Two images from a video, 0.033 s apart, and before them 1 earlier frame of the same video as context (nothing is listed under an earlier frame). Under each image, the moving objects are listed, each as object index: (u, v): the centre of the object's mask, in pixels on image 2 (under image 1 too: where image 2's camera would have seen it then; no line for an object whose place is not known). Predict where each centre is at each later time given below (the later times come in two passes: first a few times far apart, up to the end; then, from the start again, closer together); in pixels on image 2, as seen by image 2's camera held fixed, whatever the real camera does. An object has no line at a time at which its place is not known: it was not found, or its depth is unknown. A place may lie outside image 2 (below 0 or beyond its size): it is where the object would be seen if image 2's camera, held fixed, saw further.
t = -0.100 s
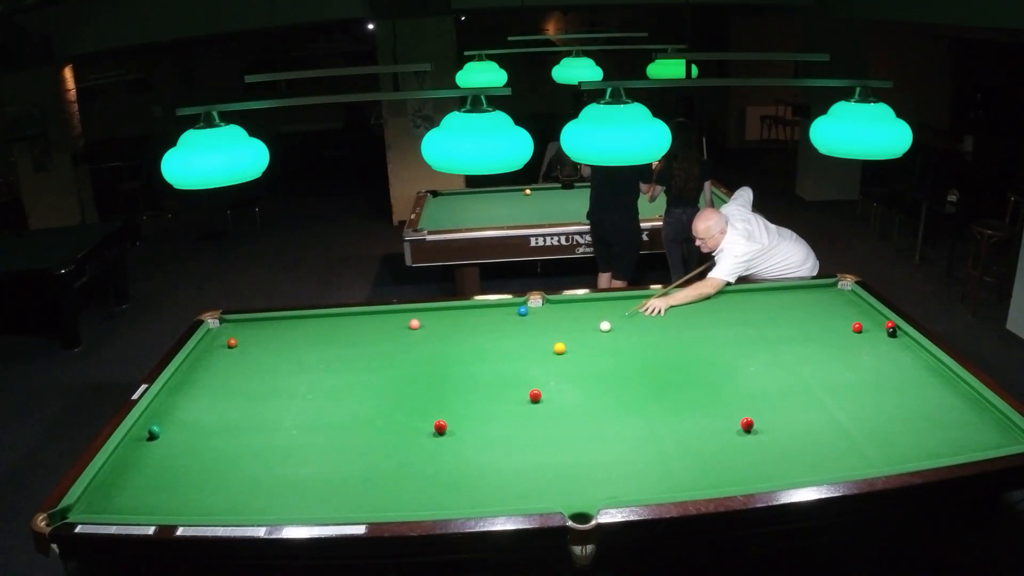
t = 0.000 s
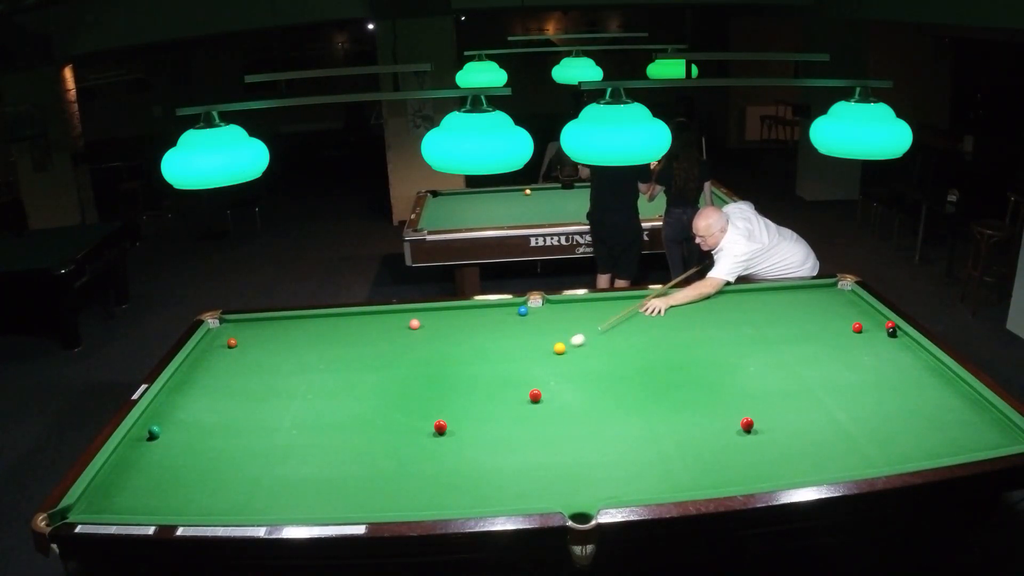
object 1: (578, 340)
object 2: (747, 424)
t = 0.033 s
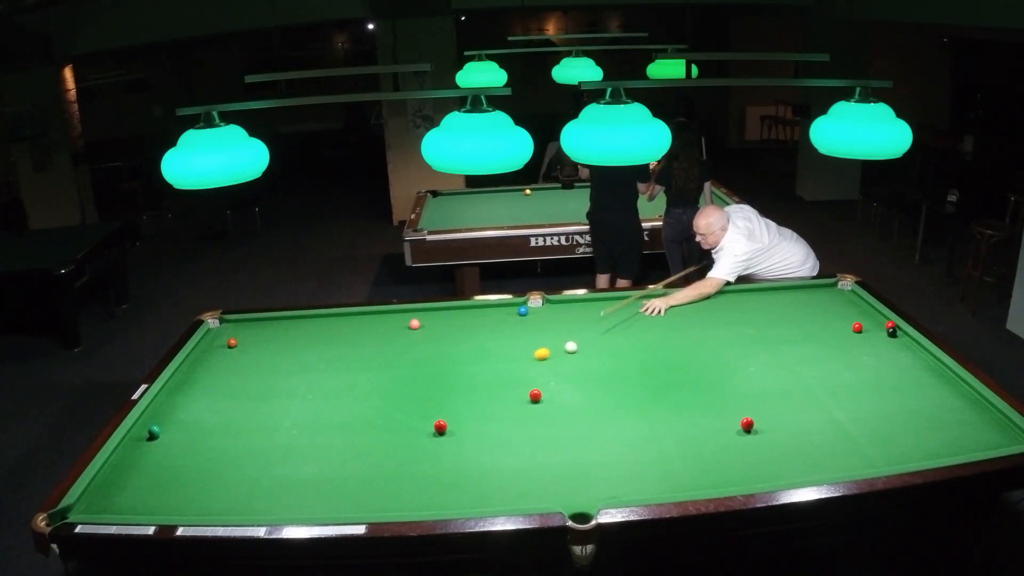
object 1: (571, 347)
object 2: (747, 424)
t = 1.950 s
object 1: (746, 454)
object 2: (747, 424)
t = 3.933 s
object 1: (785, 414)
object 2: (723, 382)
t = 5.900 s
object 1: (786, 413)
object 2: (717, 373)
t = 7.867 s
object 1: (786, 413)
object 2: (717, 373)
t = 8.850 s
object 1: (786, 413)
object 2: (717, 373)
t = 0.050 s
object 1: (573, 349)
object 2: (747, 424)
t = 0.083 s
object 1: (576, 352)
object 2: (747, 424)
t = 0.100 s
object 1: (578, 353)
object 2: (747, 424)
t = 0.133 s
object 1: (581, 356)
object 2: (747, 424)
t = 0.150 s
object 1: (583, 357)
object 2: (747, 424)
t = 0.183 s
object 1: (586, 359)
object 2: (747, 424)
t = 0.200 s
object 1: (587, 361)
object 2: (747, 424)
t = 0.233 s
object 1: (590, 363)
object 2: (747, 424)
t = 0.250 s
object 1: (592, 365)
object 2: (747, 424)
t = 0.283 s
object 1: (595, 367)
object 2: (747, 424)
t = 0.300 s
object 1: (596, 368)
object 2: (747, 424)
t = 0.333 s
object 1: (599, 371)
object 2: (747, 424)
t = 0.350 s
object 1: (601, 372)
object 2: (747, 424)
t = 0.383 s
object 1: (604, 375)
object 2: (747, 424)
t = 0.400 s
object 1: (606, 376)
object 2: (747, 424)
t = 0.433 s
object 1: (609, 379)
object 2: (747, 424)
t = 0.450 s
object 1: (611, 380)
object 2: (747, 424)
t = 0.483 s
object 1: (614, 383)
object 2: (747, 424)
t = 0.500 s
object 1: (616, 385)
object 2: (747, 424)
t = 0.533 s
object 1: (619, 387)
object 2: (747, 424)
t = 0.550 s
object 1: (621, 389)
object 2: (747, 424)
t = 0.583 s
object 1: (624, 392)
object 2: (747, 424)
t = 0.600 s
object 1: (626, 393)
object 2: (747, 424)
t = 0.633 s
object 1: (629, 396)
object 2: (747, 424)
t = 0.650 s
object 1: (631, 397)
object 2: (747, 424)
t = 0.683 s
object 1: (635, 400)
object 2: (747, 424)
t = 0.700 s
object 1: (636, 402)
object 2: (747, 424)
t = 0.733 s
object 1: (640, 405)
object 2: (747, 424)
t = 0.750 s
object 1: (642, 406)
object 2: (747, 424)
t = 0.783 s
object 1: (645, 409)
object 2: (747, 424)
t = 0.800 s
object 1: (647, 410)
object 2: (747, 424)
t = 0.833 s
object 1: (651, 413)
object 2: (747, 424)
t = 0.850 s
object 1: (652, 415)
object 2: (747, 424)
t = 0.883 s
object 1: (656, 418)
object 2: (747, 424)
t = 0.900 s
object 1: (658, 419)
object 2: (747, 424)
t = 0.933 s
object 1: (662, 423)
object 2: (747, 424)
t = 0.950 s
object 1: (664, 424)
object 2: (747, 424)
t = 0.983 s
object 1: (668, 427)
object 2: (747, 424)
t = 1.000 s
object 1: (669, 429)
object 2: (747, 424)
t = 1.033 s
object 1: (673, 432)
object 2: (747, 424)
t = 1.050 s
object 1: (675, 434)
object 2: (747, 424)
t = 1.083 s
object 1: (679, 437)
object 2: (747, 424)
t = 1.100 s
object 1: (681, 438)
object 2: (747, 424)
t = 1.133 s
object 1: (685, 442)
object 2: (747, 424)
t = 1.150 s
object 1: (687, 443)
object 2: (747, 424)
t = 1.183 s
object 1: (691, 447)
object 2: (747, 424)
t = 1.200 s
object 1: (693, 448)
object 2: (747, 424)
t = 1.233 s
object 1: (696, 451)
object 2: (747, 424)
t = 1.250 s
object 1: (698, 452)
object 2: (747, 424)
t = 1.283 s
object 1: (702, 456)
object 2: (747, 424)
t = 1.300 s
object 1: (704, 458)
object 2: (747, 424)
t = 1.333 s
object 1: (708, 461)
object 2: (747, 424)
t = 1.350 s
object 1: (710, 463)
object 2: (747, 424)
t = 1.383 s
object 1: (714, 466)
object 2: (747, 424)
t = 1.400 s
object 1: (716, 468)
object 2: (747, 424)
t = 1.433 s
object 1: (721, 471)
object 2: (747, 424)
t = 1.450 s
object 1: (723, 473)
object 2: (747, 424)
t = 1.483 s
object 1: (727, 477)
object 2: (747, 424)
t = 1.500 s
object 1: (729, 478)
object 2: (747, 424)
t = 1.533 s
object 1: (733, 480)
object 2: (747, 424)
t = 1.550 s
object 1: (735, 481)
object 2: (747, 424)
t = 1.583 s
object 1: (739, 483)
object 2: (747, 424)
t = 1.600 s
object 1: (739, 481)
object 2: (747, 424)
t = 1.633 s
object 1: (740, 480)
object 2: (747, 424)
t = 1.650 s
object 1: (740, 479)
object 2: (747, 424)
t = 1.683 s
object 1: (741, 476)
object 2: (747, 424)
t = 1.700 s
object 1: (742, 475)
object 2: (747, 424)
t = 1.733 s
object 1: (742, 472)
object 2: (747, 424)
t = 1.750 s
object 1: (743, 470)
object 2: (747, 424)
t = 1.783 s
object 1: (743, 468)
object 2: (747, 424)
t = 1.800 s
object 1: (743, 466)
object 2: (747, 424)
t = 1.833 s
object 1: (744, 463)
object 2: (747, 424)
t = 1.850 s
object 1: (744, 462)
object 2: (747, 424)
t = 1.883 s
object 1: (745, 460)
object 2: (747, 424)
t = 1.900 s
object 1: (745, 458)
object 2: (747, 424)
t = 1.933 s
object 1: (746, 456)
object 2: (747, 424)
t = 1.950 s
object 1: (746, 454)
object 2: (747, 424)
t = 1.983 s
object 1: (747, 452)
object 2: (747, 424)
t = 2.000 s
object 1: (747, 451)
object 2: (747, 424)
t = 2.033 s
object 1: (748, 448)
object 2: (747, 424)
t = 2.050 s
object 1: (748, 447)
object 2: (747, 424)
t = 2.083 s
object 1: (748, 444)
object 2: (747, 424)
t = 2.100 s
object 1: (749, 443)
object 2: (747, 424)
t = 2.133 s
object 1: (749, 441)
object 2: (747, 424)
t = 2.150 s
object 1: (749, 440)
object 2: (747, 424)
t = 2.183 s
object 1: (750, 437)
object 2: (747, 423)
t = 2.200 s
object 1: (750, 436)
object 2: (747, 423)
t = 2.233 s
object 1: (751, 434)
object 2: (746, 423)
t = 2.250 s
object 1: (751, 433)
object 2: (746, 422)
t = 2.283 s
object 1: (751, 431)
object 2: (746, 422)
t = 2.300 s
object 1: (752, 431)
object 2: (746, 421)
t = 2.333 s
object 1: (753, 431)
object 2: (745, 421)
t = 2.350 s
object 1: (754, 430)
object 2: (745, 421)
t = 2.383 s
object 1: (755, 430)
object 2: (745, 420)
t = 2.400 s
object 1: (756, 430)
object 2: (745, 419)
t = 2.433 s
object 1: (757, 429)
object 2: (744, 418)
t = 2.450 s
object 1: (757, 429)
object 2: (744, 417)
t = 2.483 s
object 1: (758, 428)
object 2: (743, 416)
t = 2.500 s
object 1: (759, 428)
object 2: (743, 415)
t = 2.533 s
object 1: (760, 427)
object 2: (742, 414)
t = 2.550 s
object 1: (760, 427)
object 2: (742, 414)
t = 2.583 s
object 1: (761, 426)
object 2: (741, 413)
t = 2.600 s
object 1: (762, 426)
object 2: (741, 412)
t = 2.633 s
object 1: (763, 426)
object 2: (740, 411)
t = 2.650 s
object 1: (763, 426)
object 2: (740, 410)
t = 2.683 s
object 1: (764, 425)
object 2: (739, 409)
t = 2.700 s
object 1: (765, 425)
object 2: (739, 409)
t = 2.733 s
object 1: (766, 424)
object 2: (739, 408)
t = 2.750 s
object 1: (766, 424)
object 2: (738, 407)
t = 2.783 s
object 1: (767, 424)
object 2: (738, 406)
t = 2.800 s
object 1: (767, 423)
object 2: (738, 406)
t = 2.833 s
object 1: (768, 423)
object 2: (737, 405)
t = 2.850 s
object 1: (769, 423)
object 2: (737, 404)
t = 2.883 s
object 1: (770, 422)
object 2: (736, 404)
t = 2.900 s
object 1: (770, 422)
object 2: (736, 403)
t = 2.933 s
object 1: (771, 422)
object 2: (736, 402)
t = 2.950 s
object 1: (771, 422)
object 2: (735, 402)
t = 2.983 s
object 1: (772, 421)
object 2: (735, 401)
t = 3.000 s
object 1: (772, 421)
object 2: (735, 400)
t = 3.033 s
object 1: (773, 421)
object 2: (734, 399)
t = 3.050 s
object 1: (774, 420)
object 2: (734, 399)
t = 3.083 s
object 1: (774, 420)
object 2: (733, 398)
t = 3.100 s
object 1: (775, 420)
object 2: (733, 398)
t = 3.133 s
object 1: (775, 419)
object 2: (733, 397)
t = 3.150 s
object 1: (776, 419)
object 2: (732, 397)
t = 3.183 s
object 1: (776, 419)
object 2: (732, 396)
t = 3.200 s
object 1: (777, 419)
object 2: (732, 395)
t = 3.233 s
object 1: (777, 419)
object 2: (731, 395)
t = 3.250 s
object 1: (777, 419)
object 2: (731, 394)
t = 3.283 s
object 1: (778, 418)
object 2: (731, 394)
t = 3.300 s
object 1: (778, 418)
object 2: (730, 393)
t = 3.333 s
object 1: (779, 418)
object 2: (730, 392)
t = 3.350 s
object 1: (779, 417)
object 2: (730, 392)
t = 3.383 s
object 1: (779, 417)
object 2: (729, 391)
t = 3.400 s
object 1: (780, 417)
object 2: (729, 391)
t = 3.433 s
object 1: (780, 417)
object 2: (729, 390)
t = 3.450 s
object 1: (781, 417)
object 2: (729, 390)
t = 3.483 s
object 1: (781, 416)
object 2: (728, 389)
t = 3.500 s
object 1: (781, 416)
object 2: (728, 389)
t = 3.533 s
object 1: (782, 416)
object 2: (728, 389)
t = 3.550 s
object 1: (782, 416)
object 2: (727, 388)
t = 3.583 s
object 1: (782, 416)
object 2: (727, 387)
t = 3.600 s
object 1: (783, 416)
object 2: (727, 387)
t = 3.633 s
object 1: (783, 416)
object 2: (726, 387)
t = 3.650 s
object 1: (783, 415)
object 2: (726, 386)
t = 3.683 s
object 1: (783, 415)
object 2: (726, 386)
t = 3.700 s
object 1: (784, 415)
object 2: (726, 386)
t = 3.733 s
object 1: (784, 415)
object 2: (725, 385)
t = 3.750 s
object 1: (784, 415)
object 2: (725, 385)
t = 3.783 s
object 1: (785, 415)
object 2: (725, 384)
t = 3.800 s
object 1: (785, 415)
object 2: (725, 384)
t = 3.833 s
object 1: (785, 415)
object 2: (724, 384)
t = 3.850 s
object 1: (785, 415)
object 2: (724, 383)
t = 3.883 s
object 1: (785, 414)
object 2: (724, 383)
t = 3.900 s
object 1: (785, 414)
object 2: (723, 383)
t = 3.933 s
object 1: (785, 414)
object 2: (723, 382)
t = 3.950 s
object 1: (785, 414)
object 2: (723, 382)
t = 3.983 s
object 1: (786, 414)
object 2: (723, 381)
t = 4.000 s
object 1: (786, 414)
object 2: (723, 381)
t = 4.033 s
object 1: (786, 414)
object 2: (722, 381)
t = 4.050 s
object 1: (786, 414)
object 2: (722, 381)
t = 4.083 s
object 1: (786, 414)
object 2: (722, 380)
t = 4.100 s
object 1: (786, 413)
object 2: (722, 380)
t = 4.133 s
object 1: (786, 413)
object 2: (721, 379)
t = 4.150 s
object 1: (786, 413)
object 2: (721, 379)
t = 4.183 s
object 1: (786, 413)
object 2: (721, 379)
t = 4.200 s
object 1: (786, 413)
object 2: (721, 379)
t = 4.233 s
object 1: (786, 413)
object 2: (721, 378)
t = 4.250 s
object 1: (786, 413)
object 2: (720, 378)
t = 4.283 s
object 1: (786, 413)
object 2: (720, 378)
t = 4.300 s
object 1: (786, 413)
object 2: (720, 378)
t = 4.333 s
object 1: (786, 413)
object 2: (720, 377)
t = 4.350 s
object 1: (786, 413)
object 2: (720, 377)
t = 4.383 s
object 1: (786, 413)
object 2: (720, 377)
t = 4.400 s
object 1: (786, 413)
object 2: (719, 377)
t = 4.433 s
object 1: (786, 413)
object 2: (719, 377)
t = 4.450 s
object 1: (787, 413)
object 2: (719, 377)
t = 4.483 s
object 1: (786, 413)
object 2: (719, 376)
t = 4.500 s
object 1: (786, 413)
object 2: (719, 376)
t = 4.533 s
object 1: (786, 413)
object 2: (719, 376)
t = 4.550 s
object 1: (786, 413)
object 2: (719, 376)
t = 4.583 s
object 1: (786, 413)
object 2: (719, 376)
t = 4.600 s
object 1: (786, 413)
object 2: (718, 375)
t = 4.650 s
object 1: (786, 413)
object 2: (718, 375)
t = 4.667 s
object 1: (786, 413)
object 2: (718, 375)
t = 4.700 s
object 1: (786, 413)
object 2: (718, 375)
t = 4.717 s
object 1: (786, 413)
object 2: (718, 375)
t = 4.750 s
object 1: (786, 413)
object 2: (718, 374)
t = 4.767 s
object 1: (786, 413)
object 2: (718, 374)
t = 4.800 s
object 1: (786, 413)
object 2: (718, 374)
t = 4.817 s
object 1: (786, 413)
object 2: (718, 374)
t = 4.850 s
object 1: (786, 413)
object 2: (718, 374)
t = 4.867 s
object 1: (786, 413)
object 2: (717, 374)
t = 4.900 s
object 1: (786, 413)
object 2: (717, 374)
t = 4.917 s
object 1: (786, 413)
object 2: (717, 374)
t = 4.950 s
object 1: (786, 413)
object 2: (717, 374)
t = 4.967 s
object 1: (786, 413)
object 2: (717, 374)
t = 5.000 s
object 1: (786, 413)
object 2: (717, 374)
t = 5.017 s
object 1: (786, 413)
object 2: (717, 373)
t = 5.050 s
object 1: (786, 413)
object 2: (717, 373)
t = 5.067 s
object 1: (786, 413)
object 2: (717, 373)
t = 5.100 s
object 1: (786, 413)
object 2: (717, 373)
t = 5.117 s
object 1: (786, 413)
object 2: (717, 373)
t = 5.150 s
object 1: (786, 413)
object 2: (717, 373)
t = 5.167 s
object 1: (786, 413)
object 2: (717, 373)
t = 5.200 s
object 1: (786, 413)
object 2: (717, 373)
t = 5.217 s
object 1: (786, 413)
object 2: (717, 373)
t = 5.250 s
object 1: (786, 413)
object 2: (717, 373)
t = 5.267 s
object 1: (786, 413)
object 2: (717, 373)
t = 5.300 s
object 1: (786, 413)
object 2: (717, 373)
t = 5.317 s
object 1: (786, 413)
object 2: (717, 373)
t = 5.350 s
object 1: (786, 413)
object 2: (717, 373)
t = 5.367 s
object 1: (786, 413)
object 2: (717, 373)
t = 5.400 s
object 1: (786, 413)
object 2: (717, 373)
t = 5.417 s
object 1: (786, 413)
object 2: (717, 373)
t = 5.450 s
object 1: (786, 413)
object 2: (717, 373)
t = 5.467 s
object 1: (786, 413)
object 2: (717, 373)
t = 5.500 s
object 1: (786, 413)
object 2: (717, 373)
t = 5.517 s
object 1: (786, 413)
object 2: (717, 373)
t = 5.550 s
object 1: (786, 413)
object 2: (717, 373)
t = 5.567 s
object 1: (786, 413)
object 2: (717, 373)
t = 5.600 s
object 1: (786, 413)
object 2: (717, 373)
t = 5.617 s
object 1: (786, 413)
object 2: (717, 373)
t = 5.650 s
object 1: (786, 413)
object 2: (717, 373)
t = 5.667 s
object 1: (786, 413)
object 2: (717, 373)
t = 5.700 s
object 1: (786, 413)
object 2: (717, 373)
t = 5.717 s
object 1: (786, 413)
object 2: (717, 373)
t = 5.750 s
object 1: (786, 413)
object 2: (717, 373)
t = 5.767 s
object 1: (786, 413)
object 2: (717, 373)
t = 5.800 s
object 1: (786, 413)
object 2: (717, 373)
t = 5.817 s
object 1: (786, 413)
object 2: (717, 373)
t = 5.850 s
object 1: (786, 413)
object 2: (717, 373)
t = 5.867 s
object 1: (786, 413)
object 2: (717, 373)
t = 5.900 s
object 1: (786, 413)
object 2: (717, 373)
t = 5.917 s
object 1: (786, 413)
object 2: (717, 373)
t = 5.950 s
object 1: (786, 413)
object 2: (717, 373)
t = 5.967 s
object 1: (786, 413)
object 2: (717, 373)
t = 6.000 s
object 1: (786, 413)
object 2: (717, 373)
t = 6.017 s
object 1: (786, 413)
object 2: (717, 373)
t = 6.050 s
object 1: (786, 413)
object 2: (717, 373)
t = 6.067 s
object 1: (786, 413)
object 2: (717, 373)
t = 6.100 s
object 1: (786, 413)
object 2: (717, 373)
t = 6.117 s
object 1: (786, 413)
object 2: (717, 373)
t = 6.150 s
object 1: (786, 413)
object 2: (717, 373)
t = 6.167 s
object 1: (786, 413)
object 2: (717, 373)
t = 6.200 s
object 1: (786, 413)
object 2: (717, 373)
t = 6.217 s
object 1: (786, 413)
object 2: (717, 373)
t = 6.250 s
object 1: (786, 413)
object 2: (717, 373)
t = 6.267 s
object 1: (786, 413)
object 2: (717, 373)
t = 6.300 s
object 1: (786, 413)
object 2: (717, 373)
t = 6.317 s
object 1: (786, 413)
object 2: (717, 373)
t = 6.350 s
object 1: (786, 413)
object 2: (717, 373)
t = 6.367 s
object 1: (786, 413)
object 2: (717, 373)
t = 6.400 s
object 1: (786, 413)
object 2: (717, 373)
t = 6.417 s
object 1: (786, 413)
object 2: (717, 373)
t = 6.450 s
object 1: (786, 413)
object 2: (717, 373)
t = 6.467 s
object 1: (786, 413)
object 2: (717, 373)
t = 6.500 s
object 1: (786, 413)
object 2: (717, 373)
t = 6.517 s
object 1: (786, 413)
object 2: (717, 373)
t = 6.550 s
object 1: (786, 413)
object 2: (717, 373)
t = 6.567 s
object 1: (786, 413)
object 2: (717, 373)
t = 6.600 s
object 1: (786, 413)
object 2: (717, 373)
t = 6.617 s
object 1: (786, 413)
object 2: (717, 373)
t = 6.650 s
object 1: (786, 413)
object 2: (717, 373)
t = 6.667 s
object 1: (786, 413)
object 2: (717, 373)
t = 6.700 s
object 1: (786, 413)
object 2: (717, 373)
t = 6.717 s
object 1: (786, 413)
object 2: (717, 373)
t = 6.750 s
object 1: (786, 413)
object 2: (717, 373)
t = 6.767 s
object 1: (786, 413)
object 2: (717, 373)
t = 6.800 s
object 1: (786, 413)
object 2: (717, 373)
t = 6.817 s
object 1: (786, 413)
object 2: (717, 373)
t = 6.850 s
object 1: (786, 413)
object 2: (717, 373)
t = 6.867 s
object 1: (786, 413)
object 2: (717, 373)
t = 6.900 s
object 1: (786, 413)
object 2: (717, 373)
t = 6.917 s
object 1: (786, 413)
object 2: (717, 373)
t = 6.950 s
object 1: (786, 413)
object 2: (717, 373)
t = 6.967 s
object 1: (786, 413)
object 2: (717, 373)
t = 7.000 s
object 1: (786, 413)
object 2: (717, 373)
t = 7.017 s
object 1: (786, 413)
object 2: (717, 373)
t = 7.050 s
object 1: (786, 413)
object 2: (717, 373)
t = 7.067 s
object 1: (786, 413)
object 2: (717, 373)
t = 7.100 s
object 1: (786, 413)
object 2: (717, 373)
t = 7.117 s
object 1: (786, 413)
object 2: (717, 373)
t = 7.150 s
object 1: (786, 413)
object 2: (717, 373)
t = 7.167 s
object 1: (786, 413)
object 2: (717, 373)
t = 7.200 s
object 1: (786, 413)
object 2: (717, 373)
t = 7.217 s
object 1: (786, 413)
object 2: (717, 373)
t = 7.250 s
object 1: (786, 413)
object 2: (717, 373)
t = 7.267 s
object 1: (786, 413)
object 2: (717, 373)
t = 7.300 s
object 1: (786, 413)
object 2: (717, 373)
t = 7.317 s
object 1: (786, 413)
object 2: (717, 373)
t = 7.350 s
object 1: (786, 413)
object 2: (717, 373)
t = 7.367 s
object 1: (786, 413)
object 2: (717, 373)
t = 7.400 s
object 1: (786, 413)
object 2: (717, 373)
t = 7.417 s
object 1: (786, 413)
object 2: (717, 373)
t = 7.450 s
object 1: (786, 413)
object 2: (717, 373)
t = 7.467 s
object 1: (786, 413)
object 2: (717, 373)
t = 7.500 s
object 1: (786, 413)
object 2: (717, 373)
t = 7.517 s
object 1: (786, 413)
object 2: (717, 373)
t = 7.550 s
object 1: (786, 413)
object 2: (717, 373)
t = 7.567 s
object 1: (786, 413)
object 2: (717, 373)
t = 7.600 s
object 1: (786, 413)
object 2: (717, 373)
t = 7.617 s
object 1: (786, 413)
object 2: (717, 373)
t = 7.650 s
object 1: (786, 413)
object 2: (717, 373)
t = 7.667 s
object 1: (786, 413)
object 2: (717, 373)
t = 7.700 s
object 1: (786, 413)
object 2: (717, 373)
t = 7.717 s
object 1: (786, 413)
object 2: (717, 373)
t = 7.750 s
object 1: (786, 413)
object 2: (717, 373)
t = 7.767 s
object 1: (786, 413)
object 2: (717, 373)
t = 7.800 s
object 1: (786, 413)
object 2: (717, 373)
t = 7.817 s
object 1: (786, 413)
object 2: (717, 373)
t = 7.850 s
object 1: (786, 413)
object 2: (717, 373)
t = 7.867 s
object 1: (786, 413)
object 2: (717, 373)
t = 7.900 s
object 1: (786, 413)
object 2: (717, 373)
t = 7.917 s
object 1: (786, 413)
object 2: (717, 373)
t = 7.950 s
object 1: (786, 413)
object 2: (717, 373)
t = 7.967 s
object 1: (786, 413)
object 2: (717, 373)
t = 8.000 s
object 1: (786, 413)
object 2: (717, 373)
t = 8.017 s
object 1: (786, 413)
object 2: (717, 373)
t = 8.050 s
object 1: (786, 413)
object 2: (717, 373)
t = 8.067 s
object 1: (786, 413)
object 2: (717, 373)
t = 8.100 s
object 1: (786, 413)
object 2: (717, 373)
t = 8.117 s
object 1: (786, 413)
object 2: (717, 373)
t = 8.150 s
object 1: (786, 413)
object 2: (717, 373)
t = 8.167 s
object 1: (786, 413)
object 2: (717, 373)
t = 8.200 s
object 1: (786, 413)
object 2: (717, 373)
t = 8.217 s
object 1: (786, 413)
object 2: (717, 373)
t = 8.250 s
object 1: (786, 413)
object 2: (717, 373)
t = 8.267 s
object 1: (786, 413)
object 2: (717, 373)
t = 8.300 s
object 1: (786, 413)
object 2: (717, 373)
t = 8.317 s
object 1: (786, 413)
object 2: (717, 373)
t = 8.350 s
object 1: (786, 413)
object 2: (717, 373)
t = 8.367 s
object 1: (786, 413)
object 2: (717, 373)
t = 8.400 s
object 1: (786, 413)
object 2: (717, 373)
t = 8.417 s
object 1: (786, 413)
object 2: (717, 373)
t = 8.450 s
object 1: (786, 413)
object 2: (717, 373)
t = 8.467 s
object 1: (786, 413)
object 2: (717, 373)
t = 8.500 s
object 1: (786, 413)
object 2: (717, 373)
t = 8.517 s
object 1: (786, 413)
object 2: (717, 373)
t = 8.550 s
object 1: (786, 413)
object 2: (717, 373)
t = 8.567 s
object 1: (786, 413)
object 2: (717, 373)
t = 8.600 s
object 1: (786, 413)
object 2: (717, 373)
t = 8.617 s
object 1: (786, 413)
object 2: (717, 373)
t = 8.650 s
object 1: (786, 413)
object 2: (717, 373)
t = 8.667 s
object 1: (786, 413)
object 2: (717, 373)
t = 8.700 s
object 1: (786, 413)
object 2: (717, 373)
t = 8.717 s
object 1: (786, 413)
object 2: (717, 373)
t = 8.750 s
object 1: (786, 413)
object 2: (717, 373)
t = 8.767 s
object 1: (786, 413)
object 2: (717, 373)
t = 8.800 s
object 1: (786, 413)
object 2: (717, 373)
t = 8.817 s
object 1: (786, 413)
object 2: (717, 373)
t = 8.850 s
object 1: (786, 413)
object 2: (717, 373)
